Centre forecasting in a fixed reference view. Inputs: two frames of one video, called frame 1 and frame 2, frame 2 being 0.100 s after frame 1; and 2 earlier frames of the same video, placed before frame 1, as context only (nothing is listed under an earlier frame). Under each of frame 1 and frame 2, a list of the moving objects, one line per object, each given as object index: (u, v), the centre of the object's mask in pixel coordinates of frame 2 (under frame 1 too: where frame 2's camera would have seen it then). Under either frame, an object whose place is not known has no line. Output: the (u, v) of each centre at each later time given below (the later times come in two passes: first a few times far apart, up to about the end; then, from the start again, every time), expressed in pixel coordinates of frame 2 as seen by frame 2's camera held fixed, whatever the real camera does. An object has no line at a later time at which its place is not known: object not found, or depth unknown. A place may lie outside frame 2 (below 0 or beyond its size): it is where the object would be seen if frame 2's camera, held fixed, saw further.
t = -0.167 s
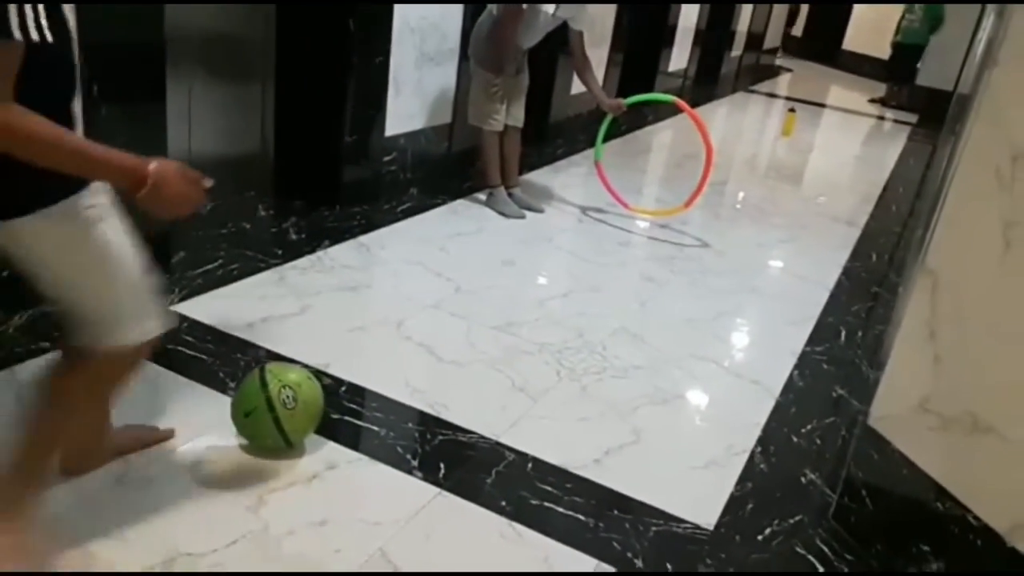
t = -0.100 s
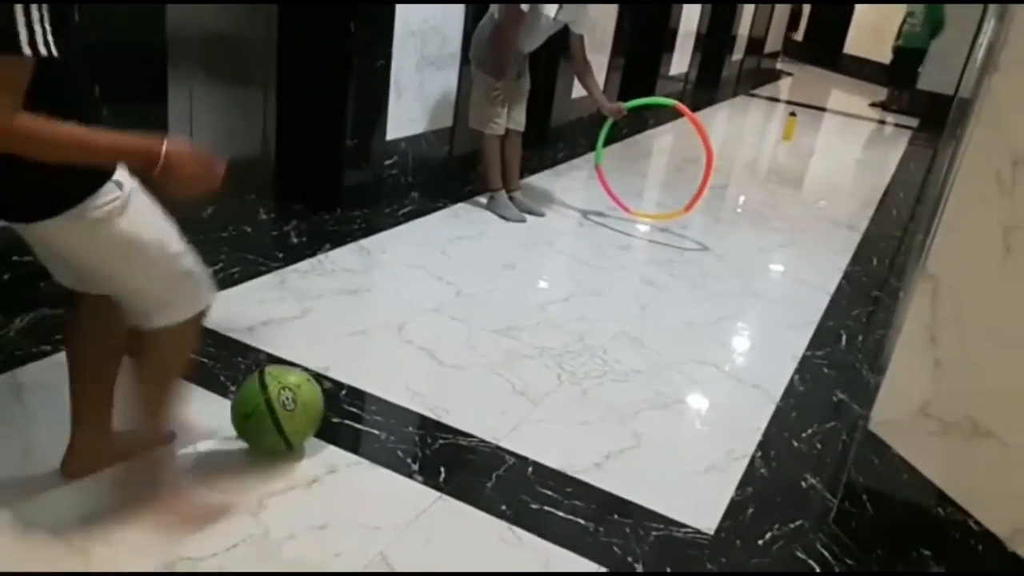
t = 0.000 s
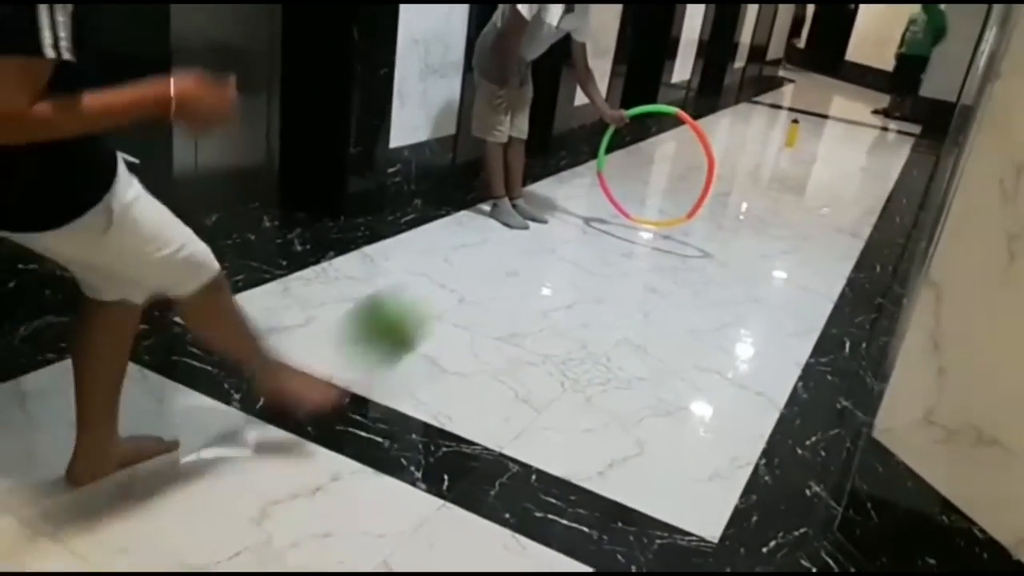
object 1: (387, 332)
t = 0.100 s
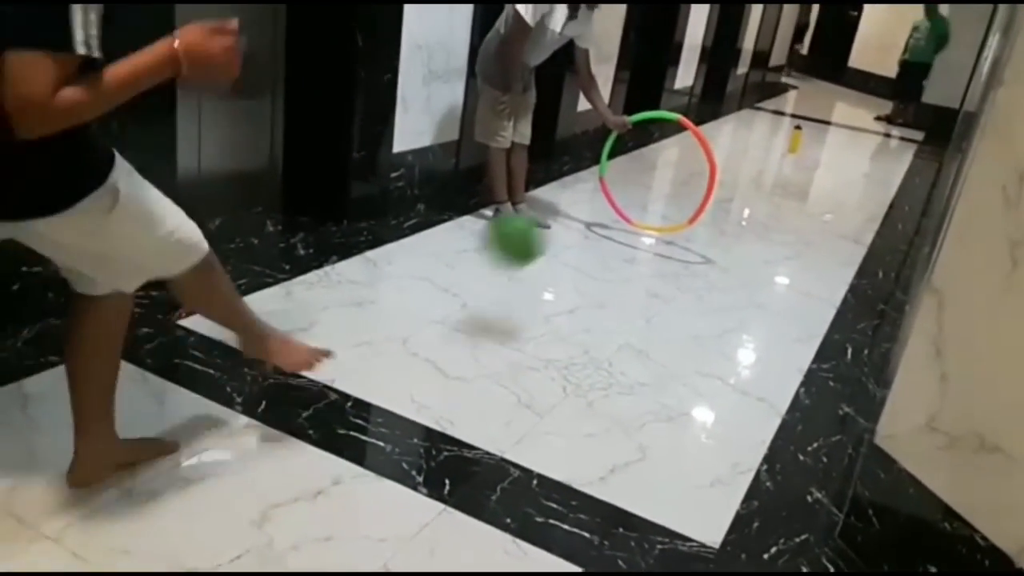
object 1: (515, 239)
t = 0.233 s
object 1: (617, 190)
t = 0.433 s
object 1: (691, 187)
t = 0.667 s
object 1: (754, 137)
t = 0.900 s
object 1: (785, 136)
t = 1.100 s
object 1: (817, 81)
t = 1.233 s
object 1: (832, 55)
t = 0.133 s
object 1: (547, 222)
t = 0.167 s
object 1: (574, 207)
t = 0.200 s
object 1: (597, 197)
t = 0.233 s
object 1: (617, 190)
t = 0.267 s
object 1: (634, 186)
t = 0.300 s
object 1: (650, 185)
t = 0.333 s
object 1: (664, 185)
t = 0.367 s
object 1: (677, 188)
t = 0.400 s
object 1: (685, 192)
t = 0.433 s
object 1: (691, 187)
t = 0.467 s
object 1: (705, 174)
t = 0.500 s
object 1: (722, 161)
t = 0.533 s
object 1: (727, 153)
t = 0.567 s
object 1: (735, 146)
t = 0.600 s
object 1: (742, 141)
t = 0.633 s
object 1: (749, 138)
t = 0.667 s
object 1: (754, 137)
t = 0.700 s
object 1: (759, 137)
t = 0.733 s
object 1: (763, 138)
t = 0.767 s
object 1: (767, 141)
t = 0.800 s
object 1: (771, 146)
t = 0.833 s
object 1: (774, 152)
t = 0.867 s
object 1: (779, 144)
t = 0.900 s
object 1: (785, 136)
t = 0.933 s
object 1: (790, 129)
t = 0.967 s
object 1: (795, 126)
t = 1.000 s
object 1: (800, 120)
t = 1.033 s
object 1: (806, 106)
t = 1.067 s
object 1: (812, 96)
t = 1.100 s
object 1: (817, 81)
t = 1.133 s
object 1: (821, 73)
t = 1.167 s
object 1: (826, 66)
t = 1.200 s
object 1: (829, 60)
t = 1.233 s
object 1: (832, 55)
